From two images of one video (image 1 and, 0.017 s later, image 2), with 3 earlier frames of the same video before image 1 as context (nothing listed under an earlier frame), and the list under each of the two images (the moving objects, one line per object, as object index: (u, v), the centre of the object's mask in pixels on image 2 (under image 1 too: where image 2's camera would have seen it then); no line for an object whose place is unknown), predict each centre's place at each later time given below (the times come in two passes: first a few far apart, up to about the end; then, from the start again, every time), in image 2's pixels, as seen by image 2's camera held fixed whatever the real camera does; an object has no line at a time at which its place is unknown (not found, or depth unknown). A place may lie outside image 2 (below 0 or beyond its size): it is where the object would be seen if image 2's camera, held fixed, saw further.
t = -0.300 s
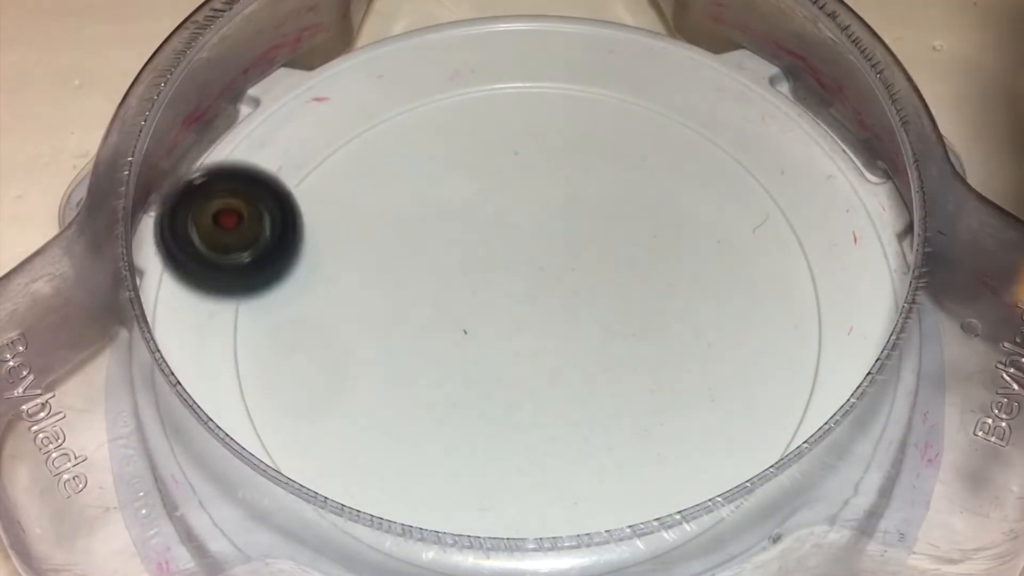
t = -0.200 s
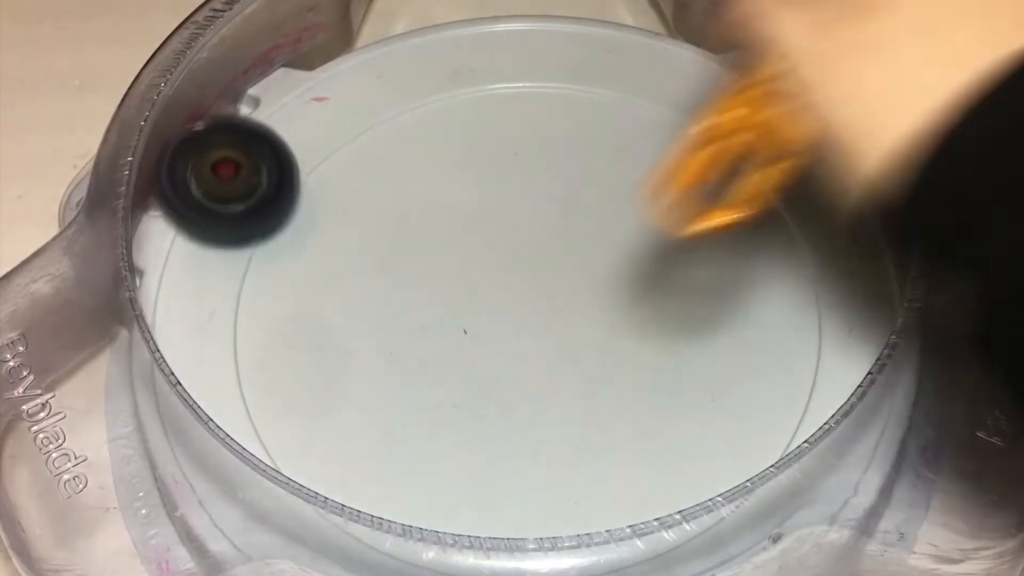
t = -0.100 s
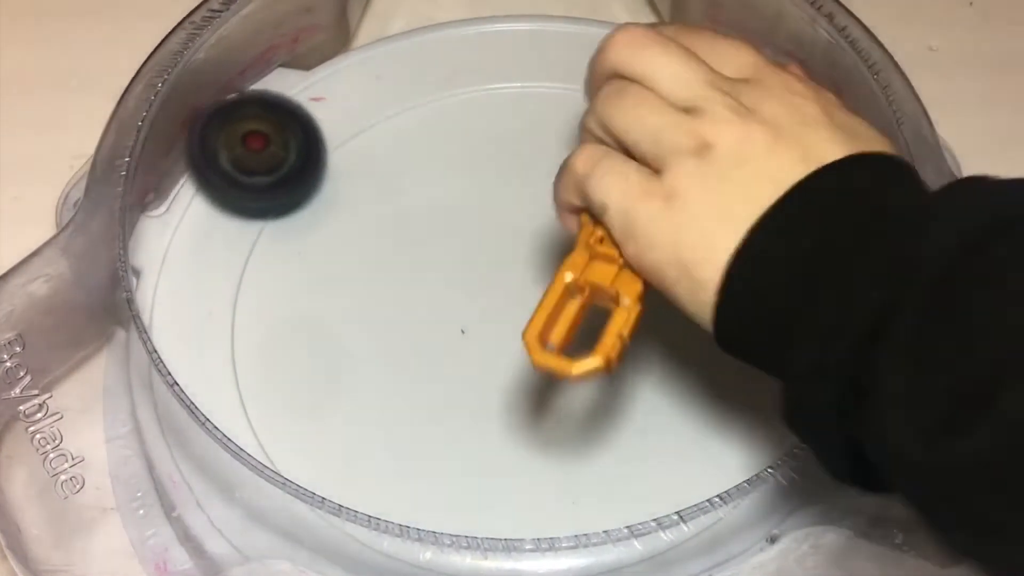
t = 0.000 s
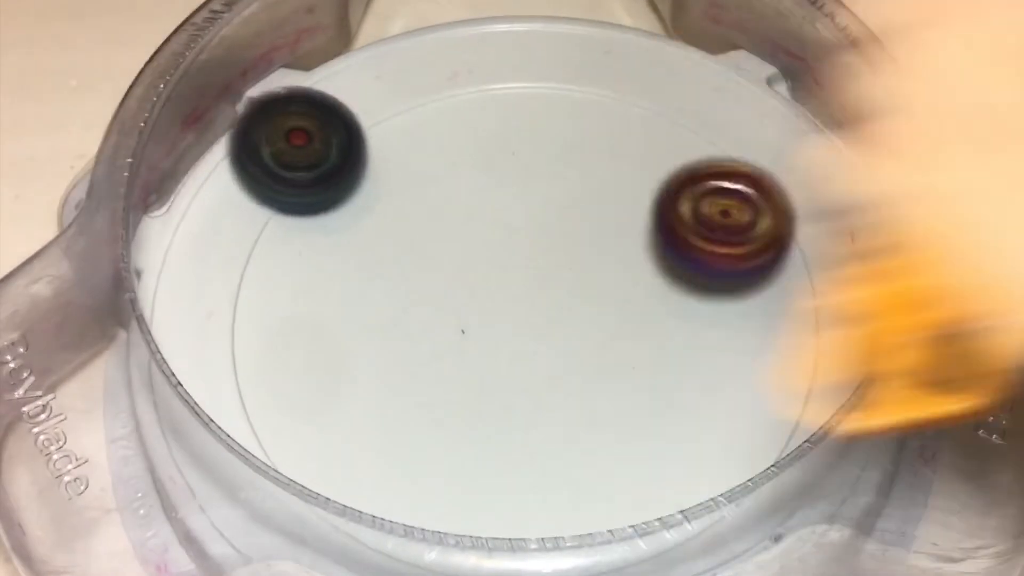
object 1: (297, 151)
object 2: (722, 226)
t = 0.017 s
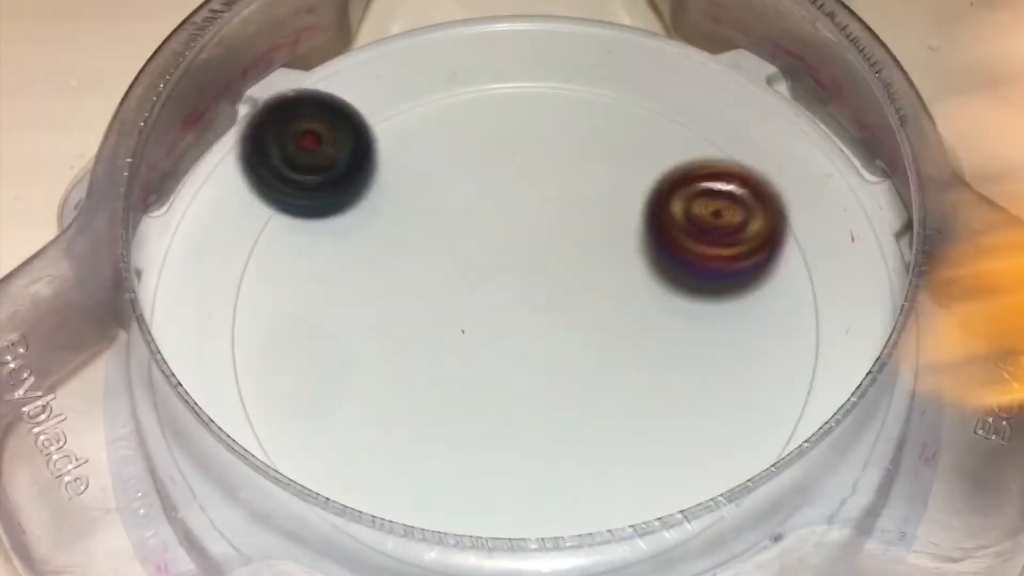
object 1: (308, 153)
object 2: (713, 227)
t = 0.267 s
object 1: (322, 197)
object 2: (702, 276)
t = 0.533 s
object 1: (275, 228)
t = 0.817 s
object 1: (484, 335)
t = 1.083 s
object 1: (485, 491)
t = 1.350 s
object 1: (789, 487)
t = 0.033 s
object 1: (320, 158)
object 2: (705, 232)
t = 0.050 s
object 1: (333, 161)
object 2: (695, 241)
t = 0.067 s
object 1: (347, 165)
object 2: (686, 251)
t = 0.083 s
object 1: (361, 170)
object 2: (676, 251)
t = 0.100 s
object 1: (375, 175)
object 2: (664, 244)
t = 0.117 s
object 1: (390, 181)
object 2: (652, 241)
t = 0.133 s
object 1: (404, 187)
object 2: (640, 242)
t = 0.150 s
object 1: (417, 194)
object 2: (627, 245)
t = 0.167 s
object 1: (430, 202)
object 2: (613, 243)
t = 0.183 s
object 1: (443, 211)
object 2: (600, 242)
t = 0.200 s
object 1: (452, 219)
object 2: (590, 242)
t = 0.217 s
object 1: (424, 214)
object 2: (613, 249)
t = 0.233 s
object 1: (387, 205)
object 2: (646, 259)
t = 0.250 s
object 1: (354, 201)
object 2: (674, 266)
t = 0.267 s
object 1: (322, 197)
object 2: (702, 276)
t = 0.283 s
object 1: (295, 191)
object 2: (727, 282)
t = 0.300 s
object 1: (273, 186)
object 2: (750, 286)
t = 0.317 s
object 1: (258, 182)
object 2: (775, 296)
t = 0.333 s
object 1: (243, 182)
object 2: (792, 298)
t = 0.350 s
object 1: (230, 186)
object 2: (806, 300)
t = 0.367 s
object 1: (221, 191)
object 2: (820, 304)
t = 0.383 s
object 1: (222, 192)
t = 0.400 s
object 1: (224, 196)
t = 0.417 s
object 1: (228, 201)
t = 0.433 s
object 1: (231, 204)
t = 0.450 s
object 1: (235, 209)
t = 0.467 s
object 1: (241, 213)
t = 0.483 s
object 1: (247, 216)
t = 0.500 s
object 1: (254, 219)
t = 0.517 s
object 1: (263, 224)
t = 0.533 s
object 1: (275, 228)
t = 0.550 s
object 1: (287, 231)
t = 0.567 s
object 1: (301, 233)
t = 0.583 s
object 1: (315, 236)
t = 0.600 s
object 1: (329, 239)
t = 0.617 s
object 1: (344, 242)
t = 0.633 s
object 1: (359, 245)
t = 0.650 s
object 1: (373, 249)
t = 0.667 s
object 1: (387, 254)
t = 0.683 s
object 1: (401, 259)
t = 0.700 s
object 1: (415, 265)
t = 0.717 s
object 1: (428, 272)
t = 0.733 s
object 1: (440, 279)
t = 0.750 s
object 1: (452, 288)
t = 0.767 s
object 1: (462, 298)
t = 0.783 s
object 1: (471, 310)
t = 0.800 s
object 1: (478, 323)
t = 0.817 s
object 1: (484, 335)
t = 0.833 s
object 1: (489, 348)
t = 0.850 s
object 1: (493, 360)
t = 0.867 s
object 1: (496, 373)
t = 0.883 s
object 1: (497, 386)
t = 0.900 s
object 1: (498, 399)
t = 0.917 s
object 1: (496, 412)
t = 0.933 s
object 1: (492, 423)
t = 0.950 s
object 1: (488, 435)
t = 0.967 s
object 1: (483, 444)
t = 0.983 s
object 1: (478, 454)
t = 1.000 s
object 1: (472, 462)
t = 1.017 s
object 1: (465, 467)
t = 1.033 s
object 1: (457, 470)
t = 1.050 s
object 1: (453, 474)
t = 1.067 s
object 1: (468, 482)
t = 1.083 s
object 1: (485, 491)
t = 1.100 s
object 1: (501, 498)
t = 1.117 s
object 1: (514, 503)
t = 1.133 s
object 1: (526, 507)
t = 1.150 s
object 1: (536, 508)
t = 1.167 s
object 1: (548, 508)
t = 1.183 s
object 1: (558, 508)
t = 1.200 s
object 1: (567, 506)
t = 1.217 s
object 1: (576, 505)
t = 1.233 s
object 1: (584, 501)
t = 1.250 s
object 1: (591, 497)
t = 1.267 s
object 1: (608, 492)
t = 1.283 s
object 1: (654, 506)
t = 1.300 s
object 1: (689, 507)
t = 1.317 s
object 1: (723, 503)
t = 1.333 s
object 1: (755, 495)
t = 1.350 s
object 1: (789, 487)
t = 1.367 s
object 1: (822, 483)
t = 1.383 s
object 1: (858, 486)
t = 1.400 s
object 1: (880, 478)
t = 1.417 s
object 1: (902, 471)
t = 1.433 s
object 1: (924, 460)
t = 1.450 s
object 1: (943, 460)
